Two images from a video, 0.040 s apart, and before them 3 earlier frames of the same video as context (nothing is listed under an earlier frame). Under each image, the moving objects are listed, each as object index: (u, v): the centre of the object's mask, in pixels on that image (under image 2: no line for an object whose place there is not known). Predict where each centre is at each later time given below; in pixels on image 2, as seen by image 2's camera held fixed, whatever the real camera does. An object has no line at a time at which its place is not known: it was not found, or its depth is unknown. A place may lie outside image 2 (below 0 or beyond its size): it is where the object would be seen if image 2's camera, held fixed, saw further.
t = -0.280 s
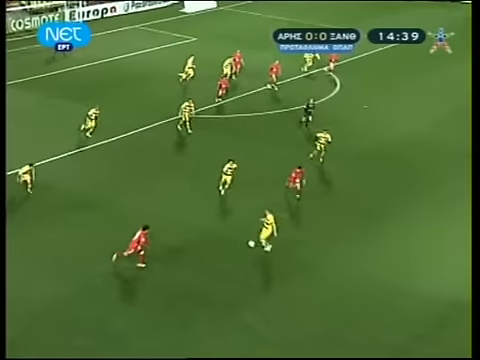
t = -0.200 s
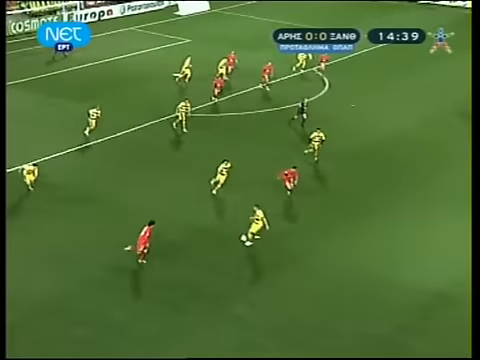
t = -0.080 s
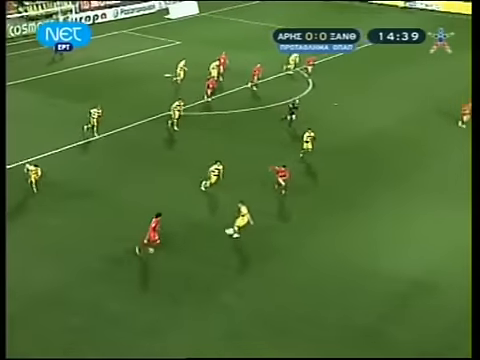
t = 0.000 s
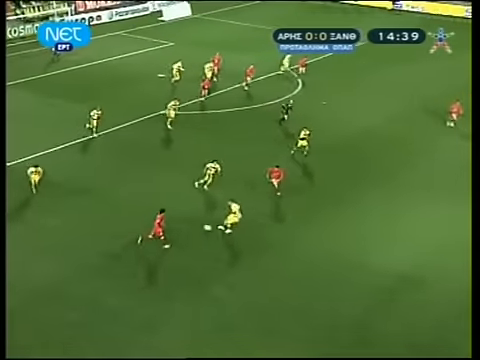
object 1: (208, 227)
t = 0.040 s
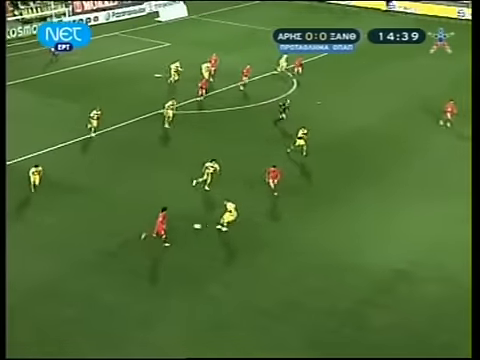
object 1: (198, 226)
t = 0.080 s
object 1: (194, 228)
